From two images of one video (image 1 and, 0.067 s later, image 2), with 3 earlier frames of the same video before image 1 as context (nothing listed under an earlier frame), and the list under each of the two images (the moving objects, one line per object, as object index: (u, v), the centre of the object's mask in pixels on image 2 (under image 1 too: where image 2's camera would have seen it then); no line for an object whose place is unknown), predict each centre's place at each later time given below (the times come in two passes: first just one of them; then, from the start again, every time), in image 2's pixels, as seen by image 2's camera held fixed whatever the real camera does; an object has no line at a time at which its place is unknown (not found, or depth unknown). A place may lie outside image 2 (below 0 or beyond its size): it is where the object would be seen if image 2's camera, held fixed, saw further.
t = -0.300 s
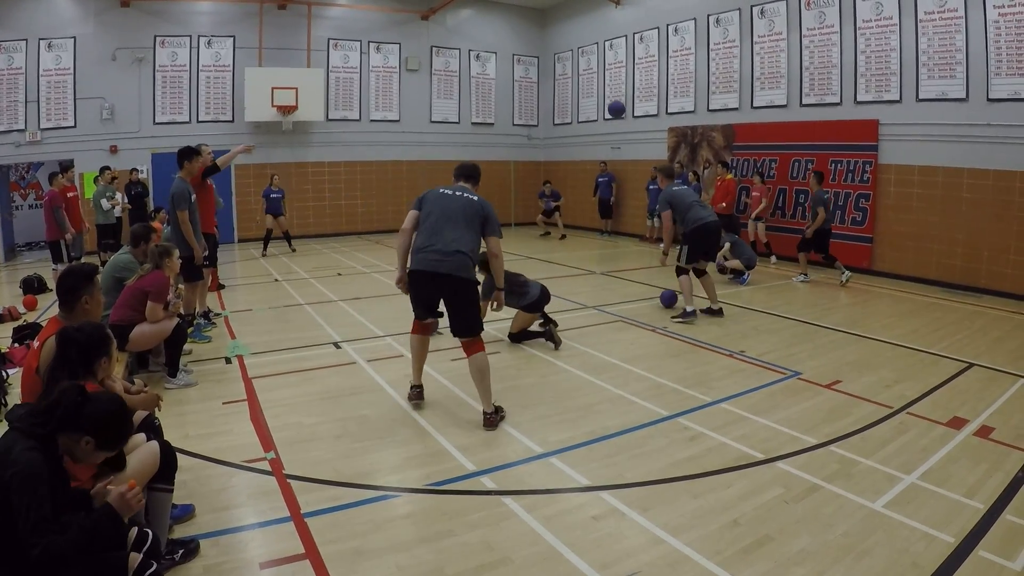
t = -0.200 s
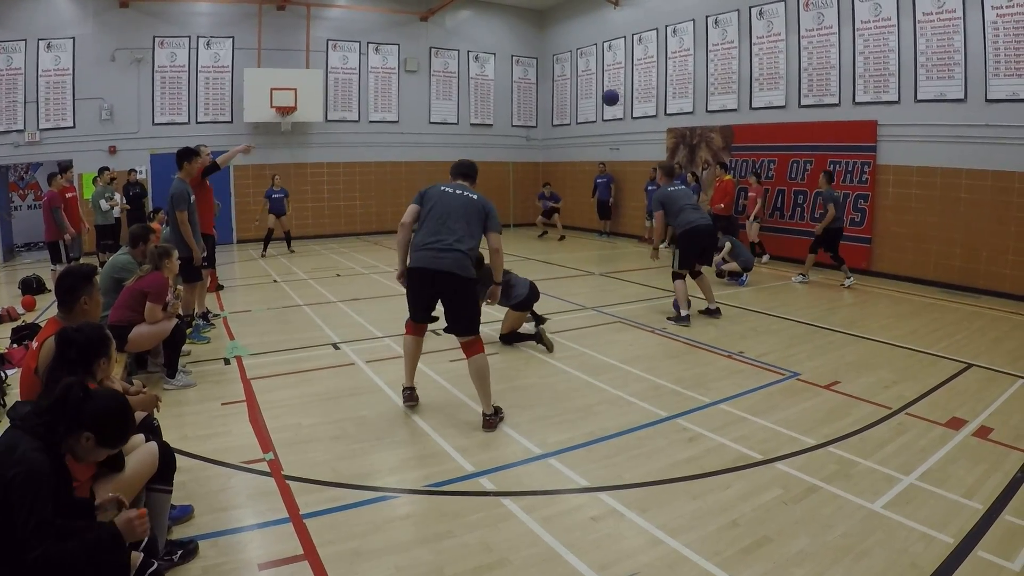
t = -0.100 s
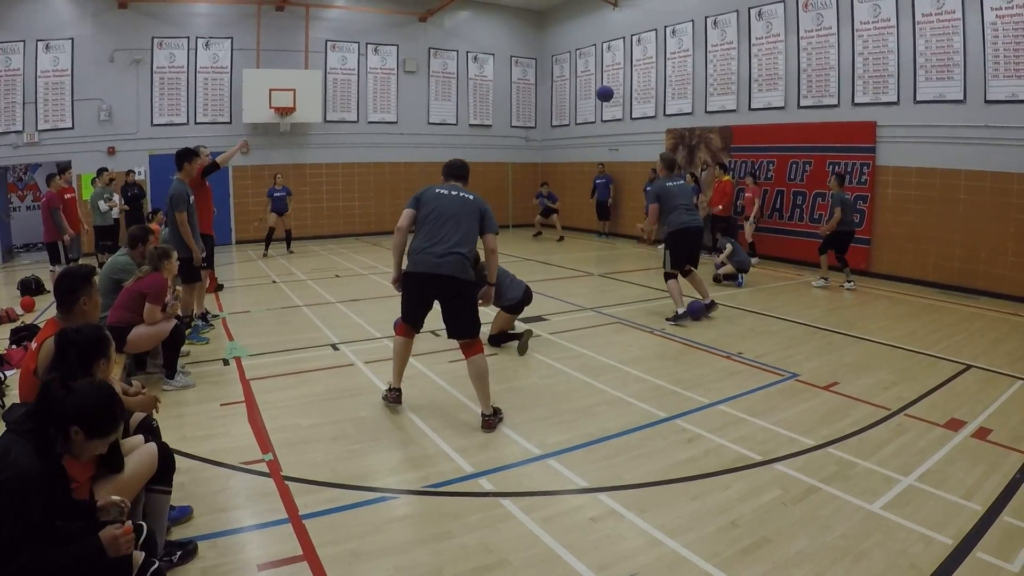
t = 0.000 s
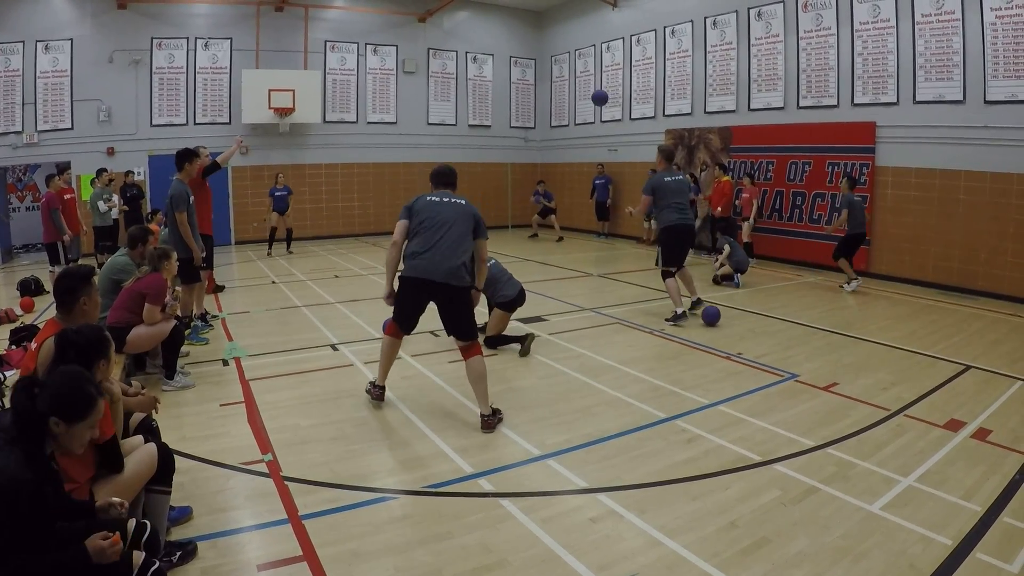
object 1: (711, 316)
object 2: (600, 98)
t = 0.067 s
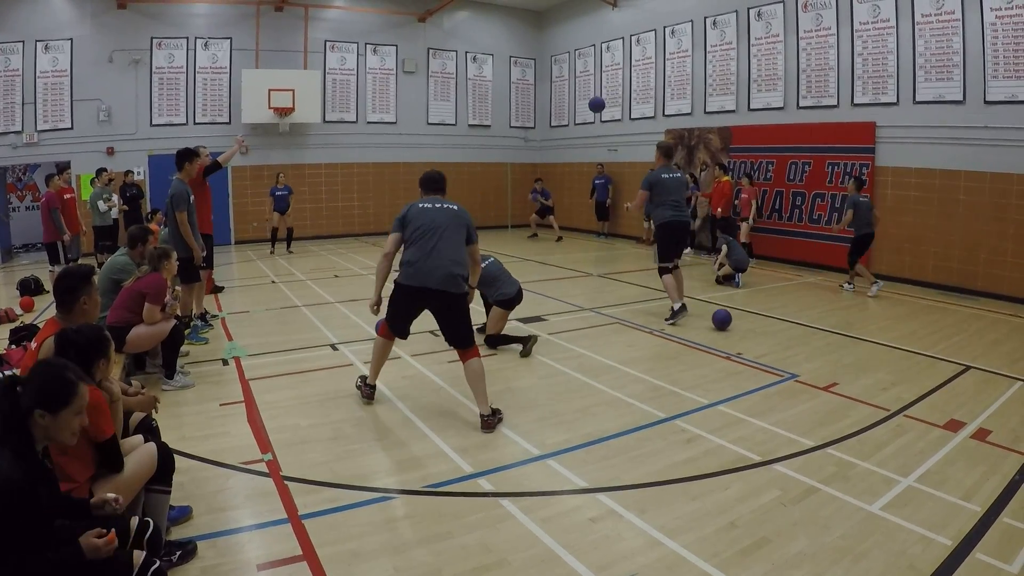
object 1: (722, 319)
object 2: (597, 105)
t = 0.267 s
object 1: (757, 332)
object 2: (588, 146)
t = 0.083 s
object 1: (725, 320)
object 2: (596, 107)
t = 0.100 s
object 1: (727, 321)
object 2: (595, 109)
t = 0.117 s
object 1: (730, 322)
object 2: (594, 112)
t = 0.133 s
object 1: (733, 323)
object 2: (594, 115)
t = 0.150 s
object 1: (736, 324)
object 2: (593, 118)
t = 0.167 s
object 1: (739, 325)
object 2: (592, 121)
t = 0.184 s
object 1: (742, 326)
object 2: (591, 125)
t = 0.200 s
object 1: (745, 327)
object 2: (591, 129)
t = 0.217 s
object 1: (748, 328)
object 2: (590, 132)
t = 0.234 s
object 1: (751, 330)
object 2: (589, 137)
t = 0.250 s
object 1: (754, 330)
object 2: (588, 141)
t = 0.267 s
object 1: (757, 332)
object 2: (588, 146)
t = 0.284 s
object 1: (760, 333)
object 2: (587, 150)
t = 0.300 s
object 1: (763, 334)
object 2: (586, 155)
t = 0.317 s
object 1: (766, 335)
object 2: (585, 160)
